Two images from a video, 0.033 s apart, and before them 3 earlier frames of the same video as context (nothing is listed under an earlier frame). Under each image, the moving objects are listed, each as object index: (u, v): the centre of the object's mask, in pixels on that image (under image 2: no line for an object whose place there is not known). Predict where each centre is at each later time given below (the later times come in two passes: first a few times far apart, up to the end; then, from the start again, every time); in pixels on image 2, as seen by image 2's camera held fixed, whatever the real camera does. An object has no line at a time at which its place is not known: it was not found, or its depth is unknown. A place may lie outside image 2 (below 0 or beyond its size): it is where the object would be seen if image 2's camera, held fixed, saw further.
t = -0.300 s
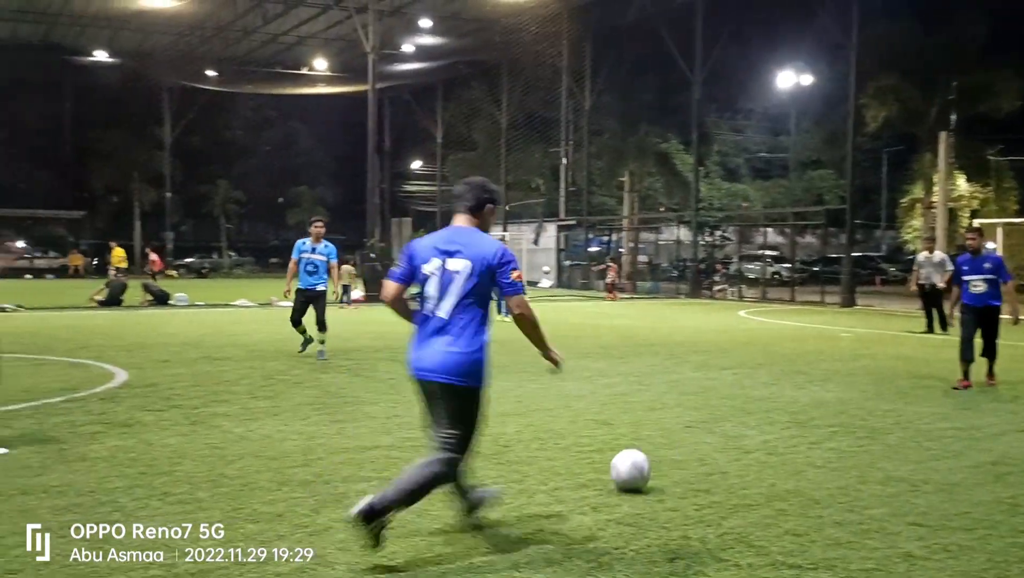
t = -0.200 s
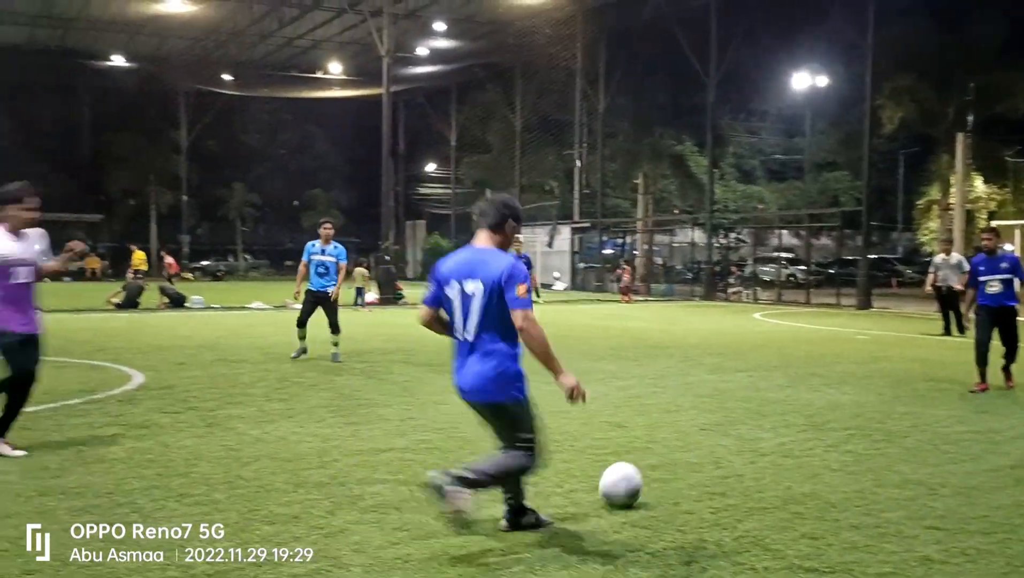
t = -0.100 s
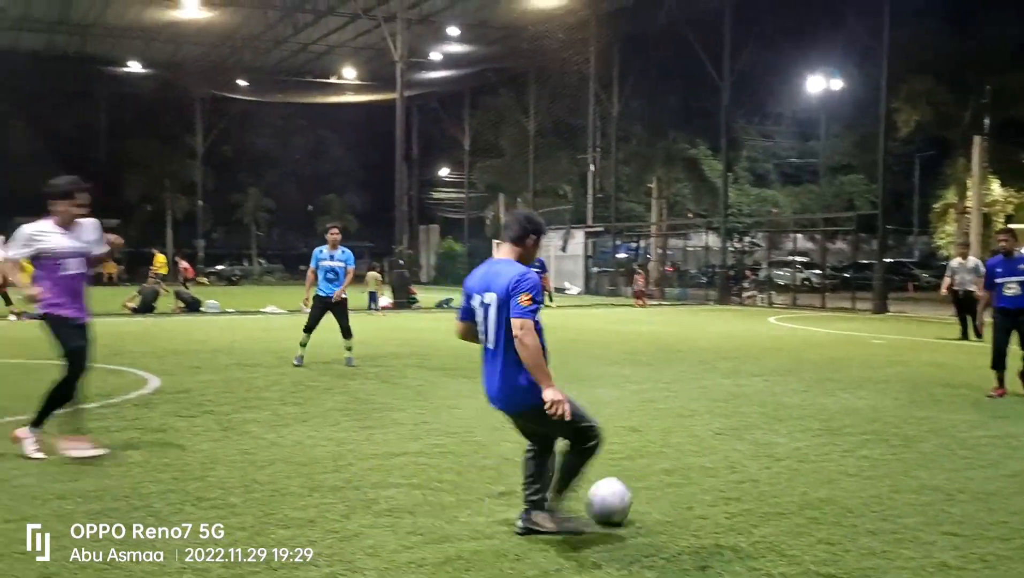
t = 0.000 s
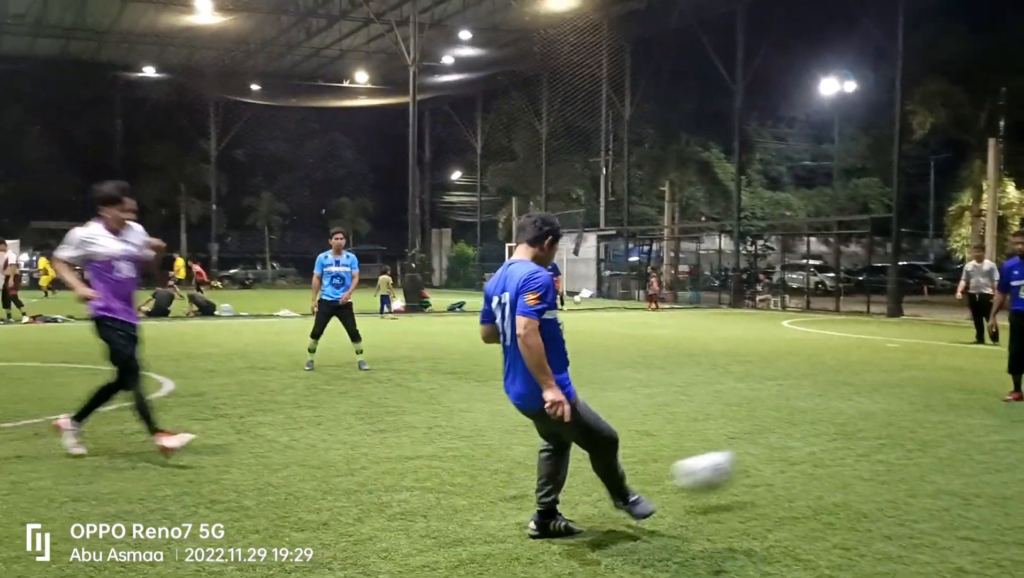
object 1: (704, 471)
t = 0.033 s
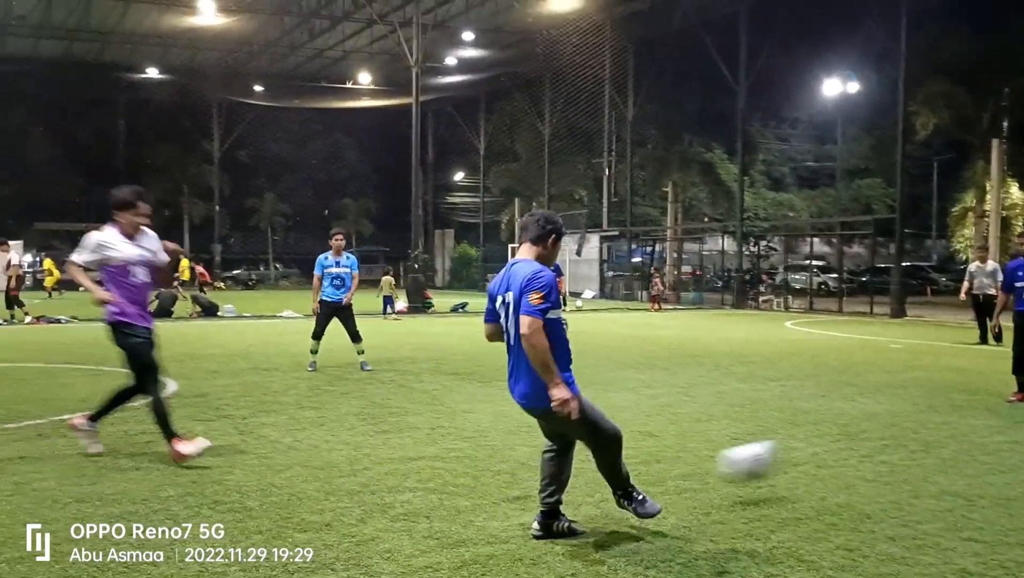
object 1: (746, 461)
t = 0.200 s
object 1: (908, 439)
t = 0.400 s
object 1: (1016, 410)
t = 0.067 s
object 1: (785, 452)
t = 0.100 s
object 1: (820, 446)
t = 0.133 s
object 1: (852, 442)
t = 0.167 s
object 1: (881, 439)
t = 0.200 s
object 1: (908, 439)
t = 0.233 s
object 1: (933, 440)
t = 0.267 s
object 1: (954, 434)
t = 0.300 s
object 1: (971, 424)
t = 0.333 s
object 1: (988, 418)
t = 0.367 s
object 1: (1004, 413)
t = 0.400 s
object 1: (1016, 410)
